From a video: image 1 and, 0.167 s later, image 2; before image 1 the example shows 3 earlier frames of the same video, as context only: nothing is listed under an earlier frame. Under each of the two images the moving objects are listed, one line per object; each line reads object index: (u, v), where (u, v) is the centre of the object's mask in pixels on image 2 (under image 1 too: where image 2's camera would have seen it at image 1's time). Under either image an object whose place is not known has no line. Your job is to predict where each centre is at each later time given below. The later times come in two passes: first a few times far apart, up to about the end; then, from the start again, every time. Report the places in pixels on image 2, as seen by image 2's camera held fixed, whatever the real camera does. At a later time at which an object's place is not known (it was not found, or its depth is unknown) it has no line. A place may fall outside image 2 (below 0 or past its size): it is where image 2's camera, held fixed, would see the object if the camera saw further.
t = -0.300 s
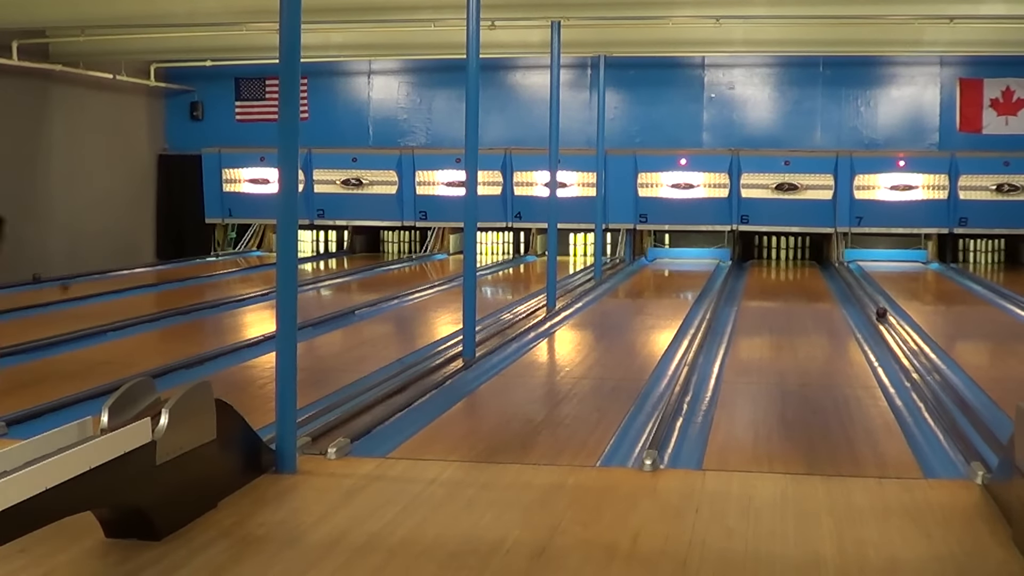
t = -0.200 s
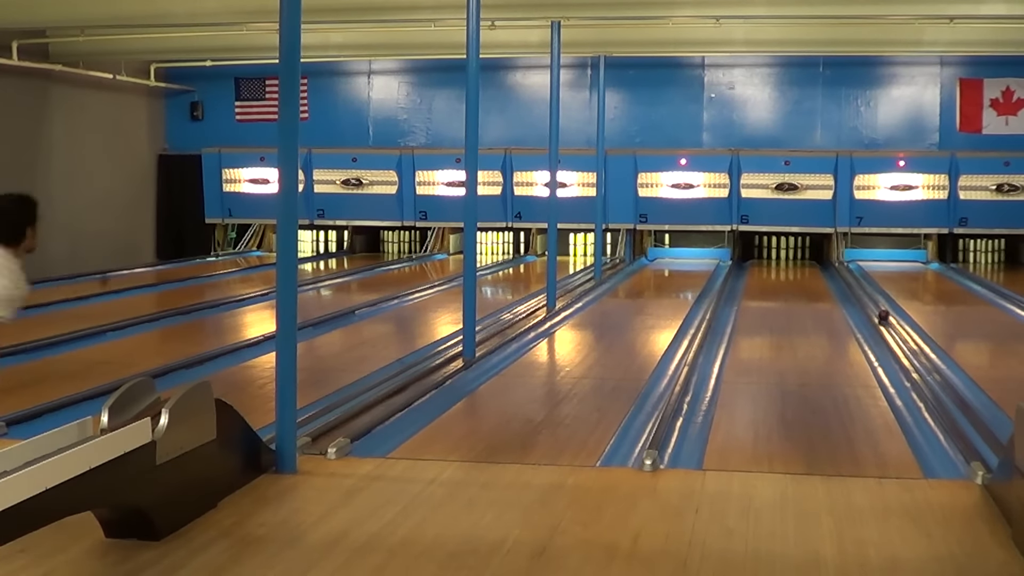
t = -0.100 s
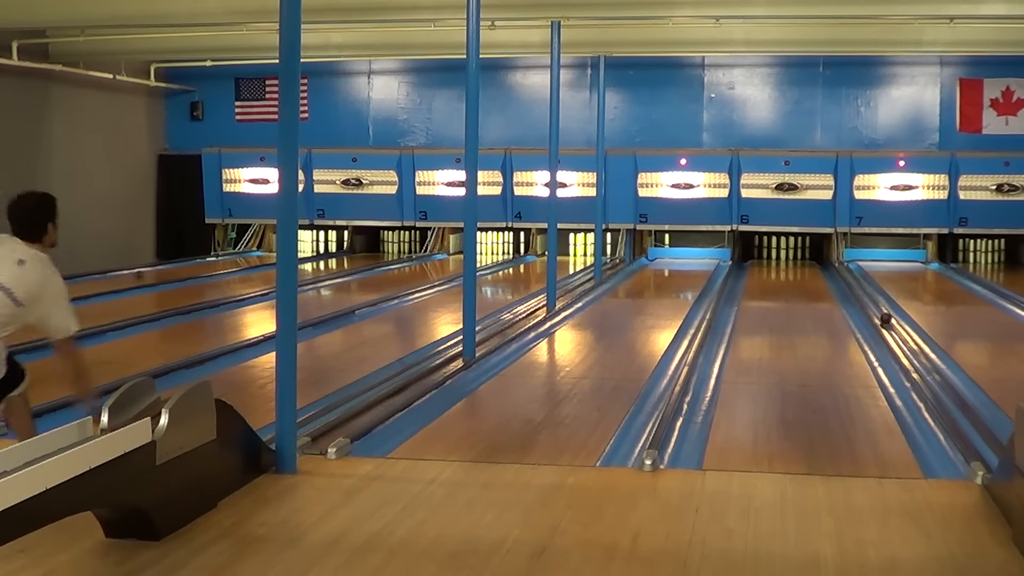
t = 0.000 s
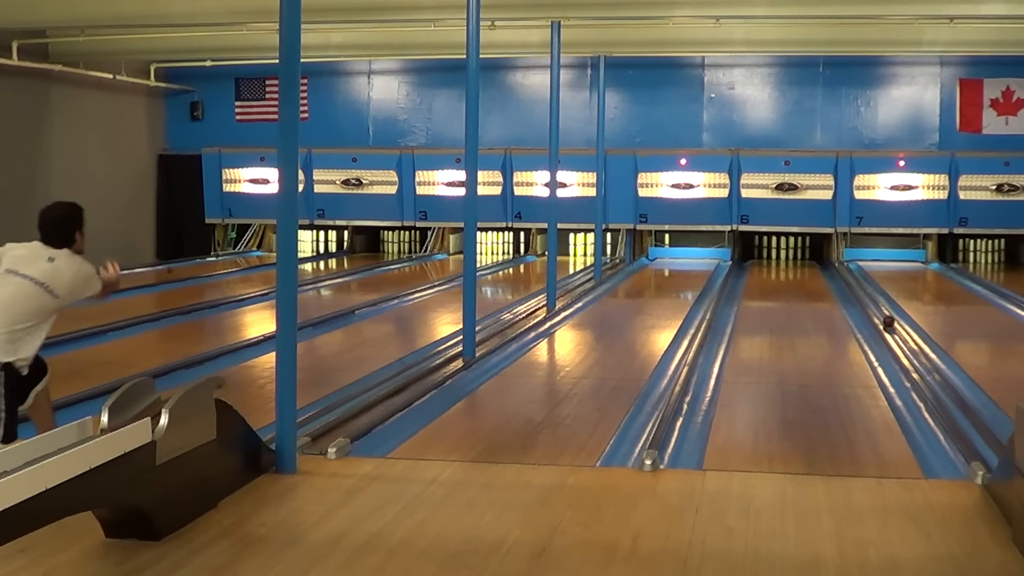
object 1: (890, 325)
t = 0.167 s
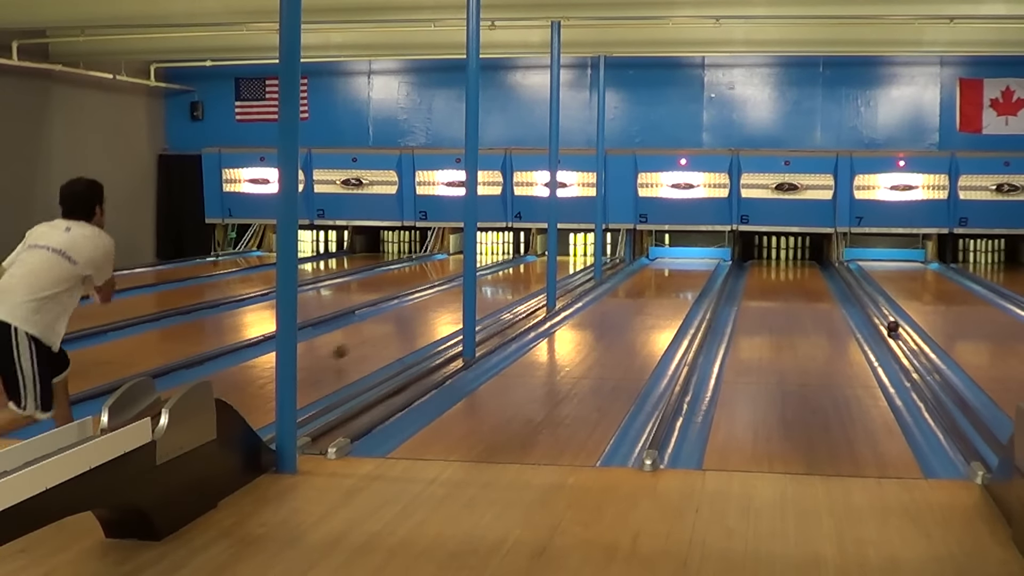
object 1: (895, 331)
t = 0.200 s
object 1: (896, 333)
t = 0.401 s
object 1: (900, 340)
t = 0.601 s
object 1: (907, 347)
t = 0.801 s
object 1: (912, 355)
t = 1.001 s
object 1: (920, 365)
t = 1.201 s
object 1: (927, 370)
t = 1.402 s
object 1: (937, 381)
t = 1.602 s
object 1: (947, 394)
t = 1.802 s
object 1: (958, 408)
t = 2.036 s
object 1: (973, 427)
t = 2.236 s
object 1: (989, 446)
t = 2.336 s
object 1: (994, 454)
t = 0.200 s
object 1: (896, 333)
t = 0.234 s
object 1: (896, 333)
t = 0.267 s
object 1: (897, 335)
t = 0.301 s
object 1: (897, 335)
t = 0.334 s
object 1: (898, 337)
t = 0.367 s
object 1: (899, 338)
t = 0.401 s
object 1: (900, 340)
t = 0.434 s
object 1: (901, 340)
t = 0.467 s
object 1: (902, 342)
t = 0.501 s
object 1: (904, 344)
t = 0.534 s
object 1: (904, 344)
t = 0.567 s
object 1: (905, 345)
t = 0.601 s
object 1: (907, 347)
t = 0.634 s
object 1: (908, 349)
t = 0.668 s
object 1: (908, 350)
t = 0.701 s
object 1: (909, 351)
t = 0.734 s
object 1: (910, 353)
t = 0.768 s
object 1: (911, 355)
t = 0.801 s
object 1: (912, 355)
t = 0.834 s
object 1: (913, 356)
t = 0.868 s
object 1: (914, 357)
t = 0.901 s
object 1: (916, 359)
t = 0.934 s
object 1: (917, 357)
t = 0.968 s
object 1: (919, 364)
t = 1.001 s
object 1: (920, 365)
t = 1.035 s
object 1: (921, 366)
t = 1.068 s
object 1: (922, 367)
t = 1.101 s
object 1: (923, 366)
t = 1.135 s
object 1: (925, 367)
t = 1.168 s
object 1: (926, 369)
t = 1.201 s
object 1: (927, 370)
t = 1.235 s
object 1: (929, 372)
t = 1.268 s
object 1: (930, 374)
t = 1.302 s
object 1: (932, 376)
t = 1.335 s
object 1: (933, 377)
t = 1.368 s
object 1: (935, 379)
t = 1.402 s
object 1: (937, 381)
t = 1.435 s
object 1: (938, 383)
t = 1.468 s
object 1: (940, 385)
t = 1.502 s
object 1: (942, 387)
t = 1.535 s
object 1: (943, 389)
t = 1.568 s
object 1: (945, 392)
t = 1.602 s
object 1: (947, 394)
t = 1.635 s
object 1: (948, 397)
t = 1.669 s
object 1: (951, 398)
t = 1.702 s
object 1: (952, 401)
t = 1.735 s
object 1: (954, 403)
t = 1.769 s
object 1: (956, 406)
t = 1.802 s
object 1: (958, 408)
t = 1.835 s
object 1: (961, 411)
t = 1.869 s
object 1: (962, 413)
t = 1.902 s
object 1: (964, 416)
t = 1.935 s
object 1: (967, 419)
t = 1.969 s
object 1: (969, 422)
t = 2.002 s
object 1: (972, 424)
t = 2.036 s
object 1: (973, 427)
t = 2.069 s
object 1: (976, 430)
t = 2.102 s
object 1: (978, 433)
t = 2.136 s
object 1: (981, 436)
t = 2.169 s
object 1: (983, 440)
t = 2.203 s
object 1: (986, 443)
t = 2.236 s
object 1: (989, 446)
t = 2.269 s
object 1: (991, 449)
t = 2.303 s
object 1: (993, 452)
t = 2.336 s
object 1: (994, 454)
